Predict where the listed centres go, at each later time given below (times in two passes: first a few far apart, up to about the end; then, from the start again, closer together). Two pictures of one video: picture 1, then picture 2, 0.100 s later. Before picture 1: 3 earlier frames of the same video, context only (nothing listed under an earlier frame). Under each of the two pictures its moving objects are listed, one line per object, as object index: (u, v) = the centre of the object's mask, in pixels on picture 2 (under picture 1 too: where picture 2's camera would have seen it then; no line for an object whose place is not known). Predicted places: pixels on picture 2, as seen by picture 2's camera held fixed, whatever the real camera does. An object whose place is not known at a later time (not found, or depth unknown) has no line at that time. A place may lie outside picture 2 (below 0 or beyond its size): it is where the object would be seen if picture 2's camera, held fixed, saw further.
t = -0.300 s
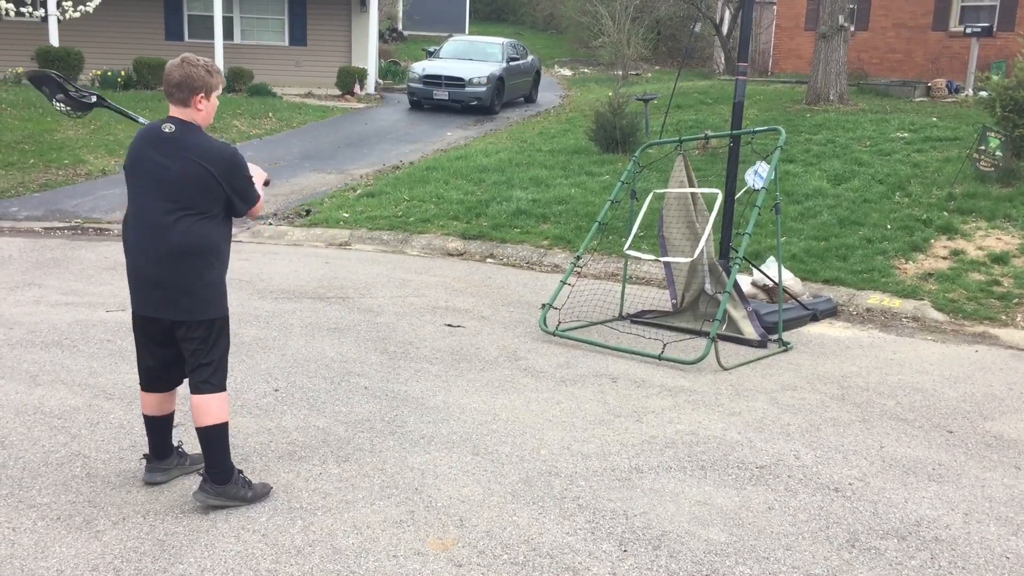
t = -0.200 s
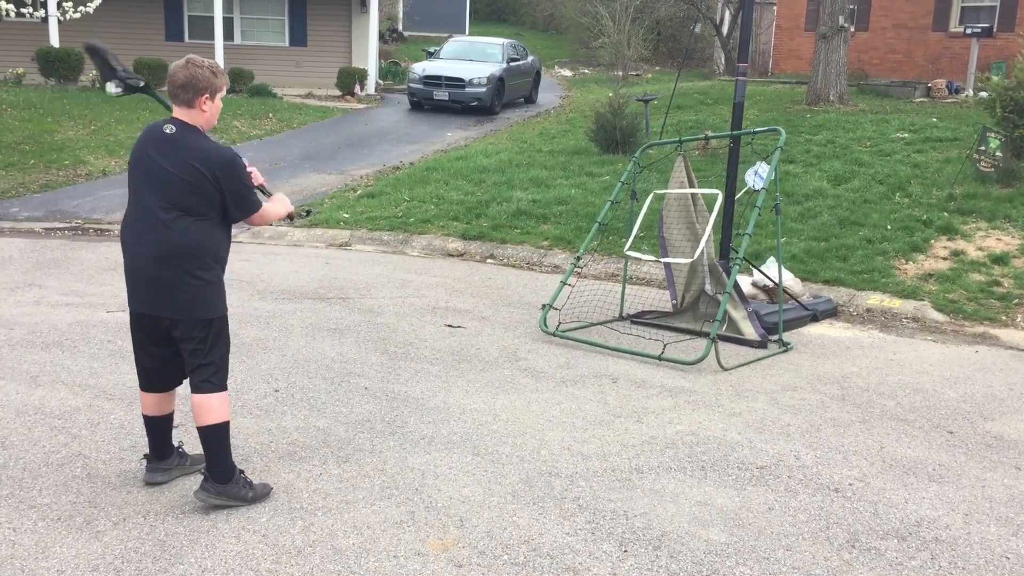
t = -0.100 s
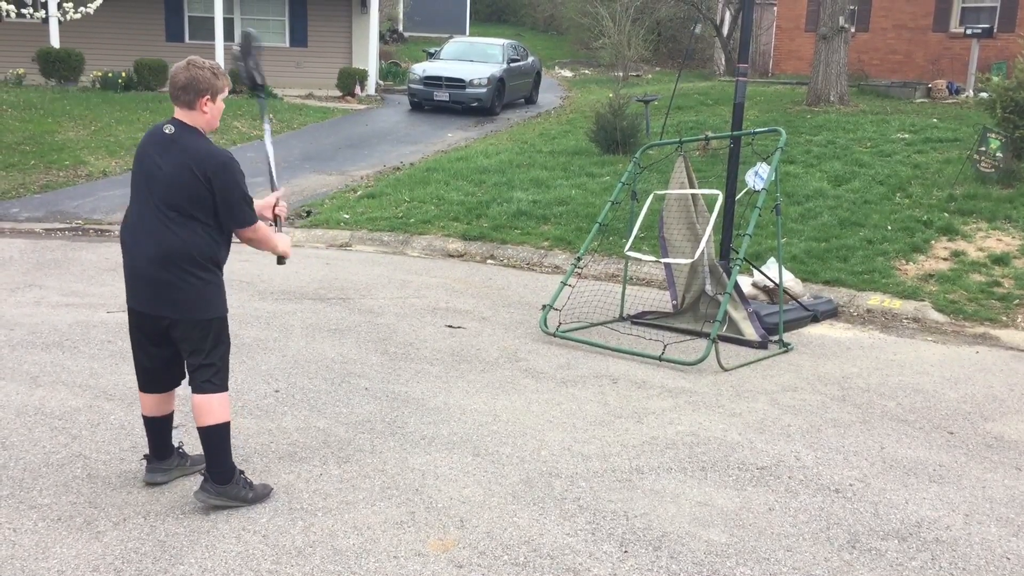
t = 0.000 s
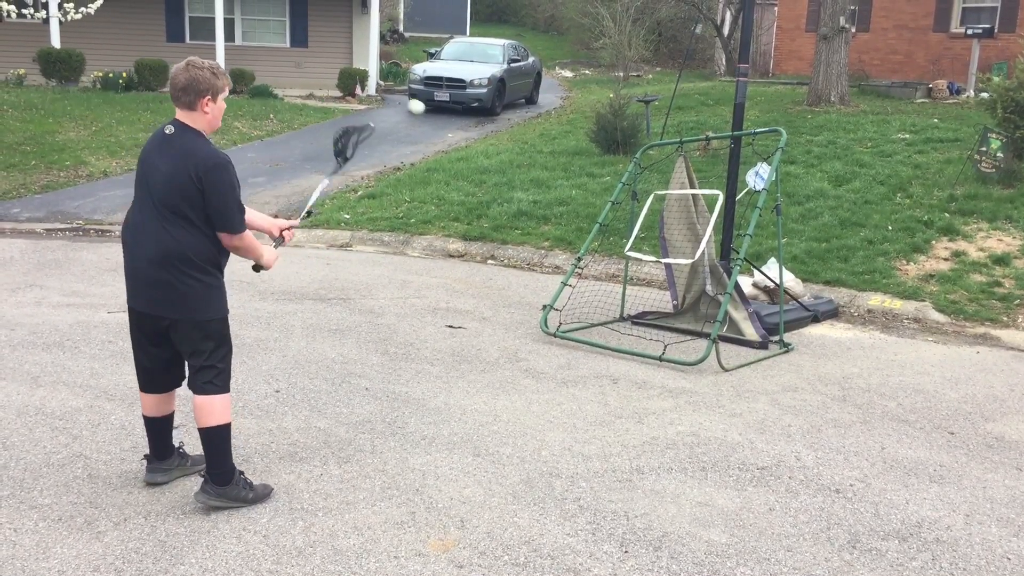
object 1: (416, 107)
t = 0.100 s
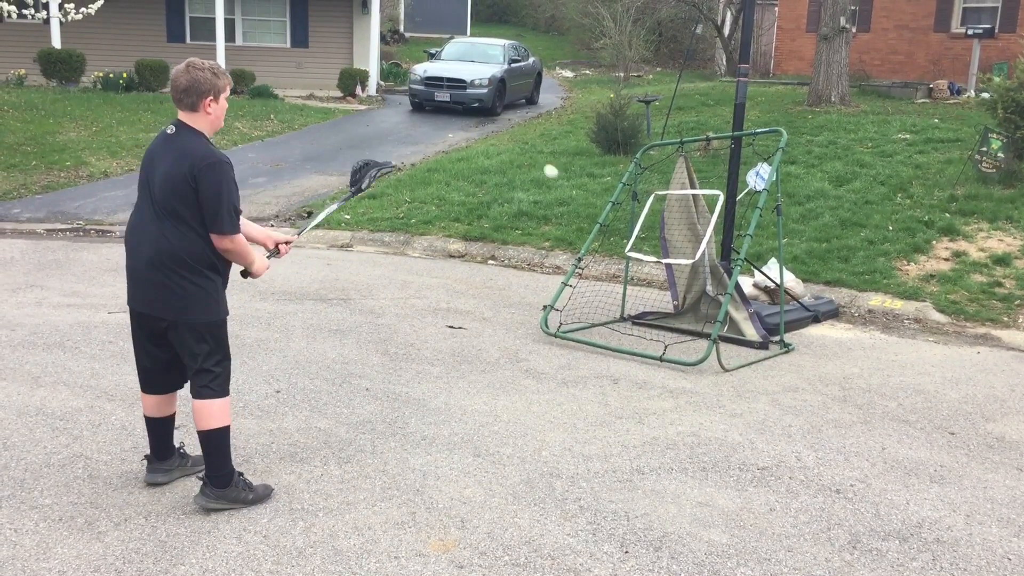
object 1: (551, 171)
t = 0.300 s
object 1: (670, 253)
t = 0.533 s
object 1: (546, 167)
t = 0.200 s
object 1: (654, 238)
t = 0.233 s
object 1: (682, 260)
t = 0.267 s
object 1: (685, 268)
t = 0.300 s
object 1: (670, 253)
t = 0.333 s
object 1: (655, 236)
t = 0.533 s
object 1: (546, 167)
